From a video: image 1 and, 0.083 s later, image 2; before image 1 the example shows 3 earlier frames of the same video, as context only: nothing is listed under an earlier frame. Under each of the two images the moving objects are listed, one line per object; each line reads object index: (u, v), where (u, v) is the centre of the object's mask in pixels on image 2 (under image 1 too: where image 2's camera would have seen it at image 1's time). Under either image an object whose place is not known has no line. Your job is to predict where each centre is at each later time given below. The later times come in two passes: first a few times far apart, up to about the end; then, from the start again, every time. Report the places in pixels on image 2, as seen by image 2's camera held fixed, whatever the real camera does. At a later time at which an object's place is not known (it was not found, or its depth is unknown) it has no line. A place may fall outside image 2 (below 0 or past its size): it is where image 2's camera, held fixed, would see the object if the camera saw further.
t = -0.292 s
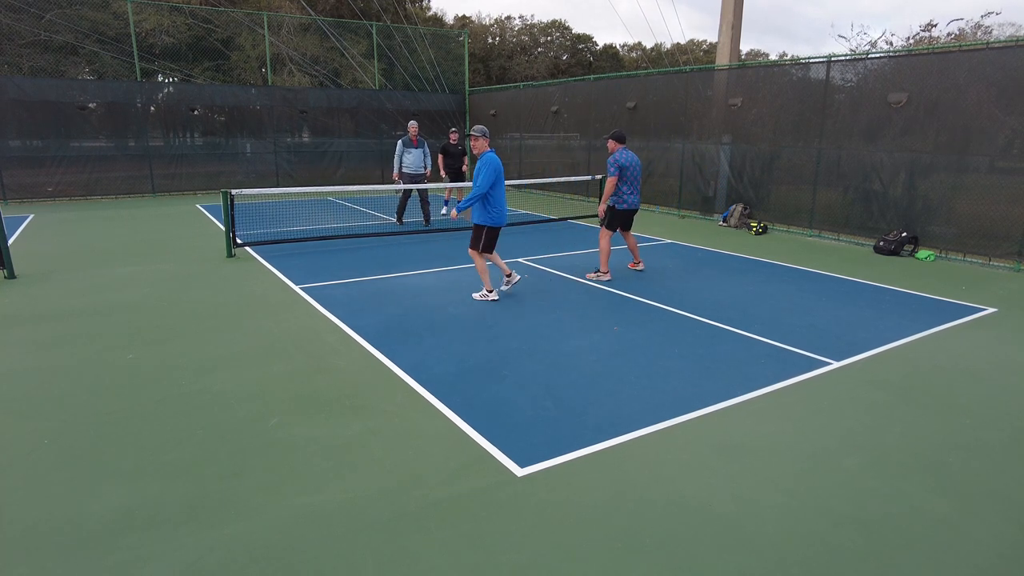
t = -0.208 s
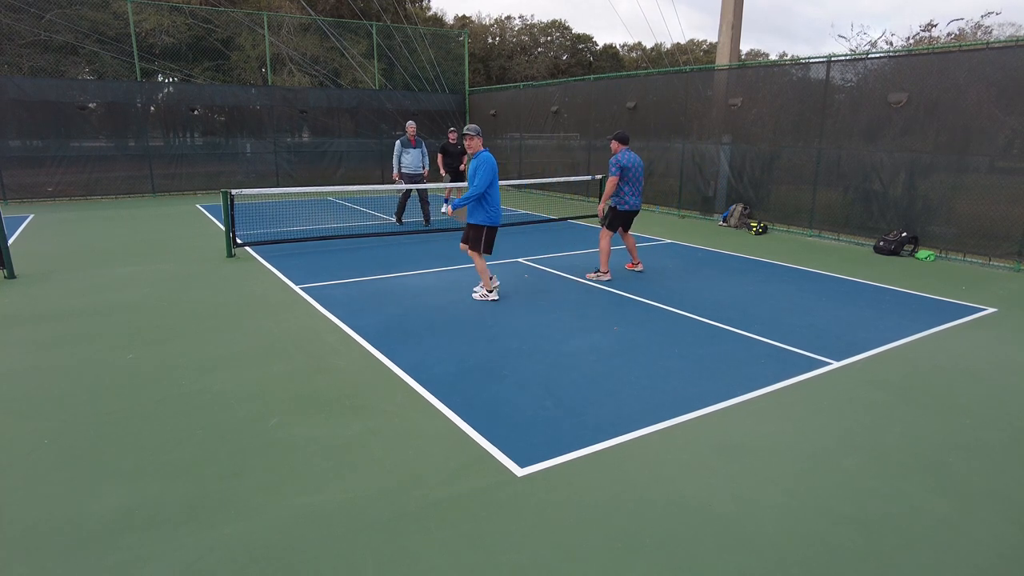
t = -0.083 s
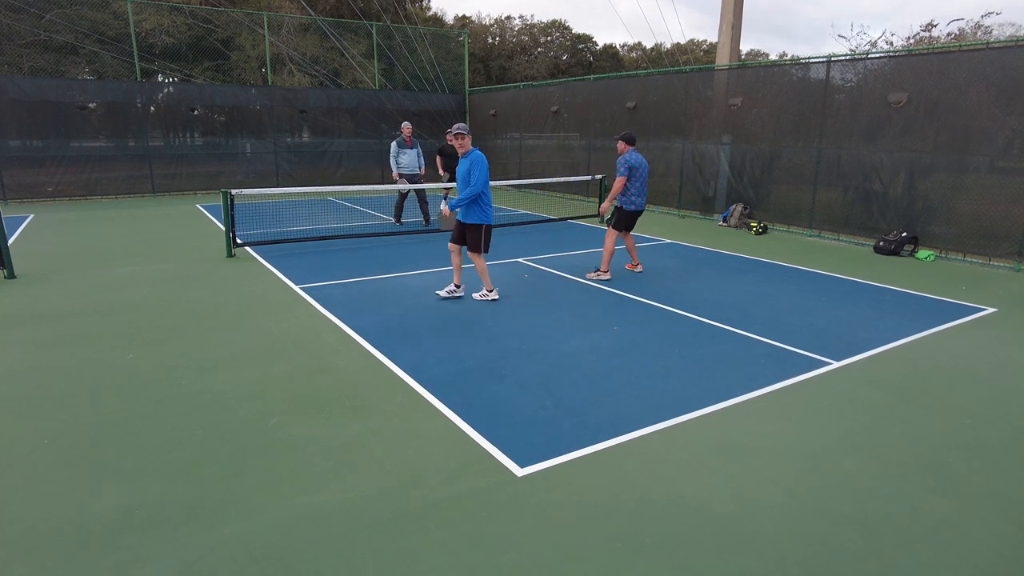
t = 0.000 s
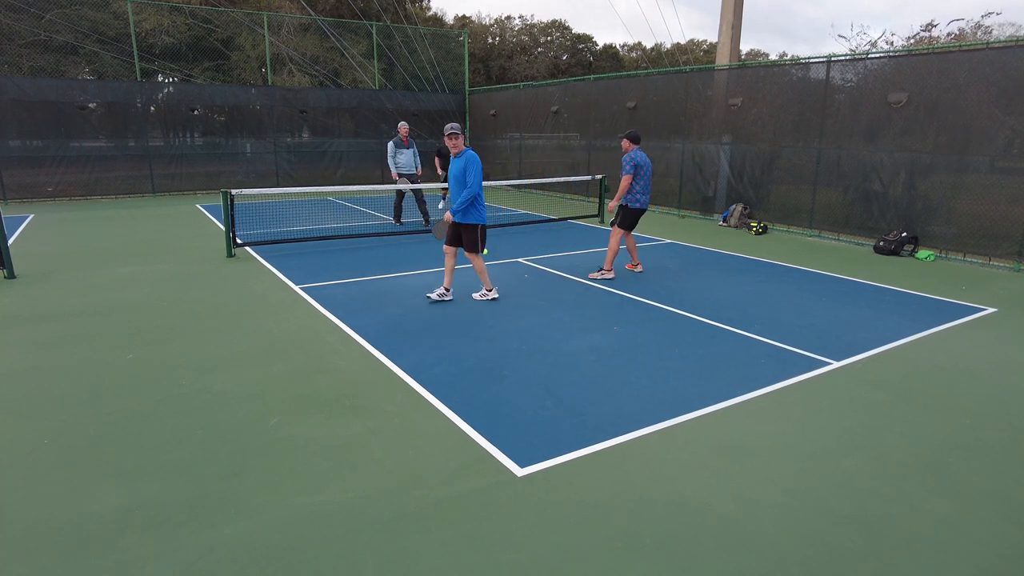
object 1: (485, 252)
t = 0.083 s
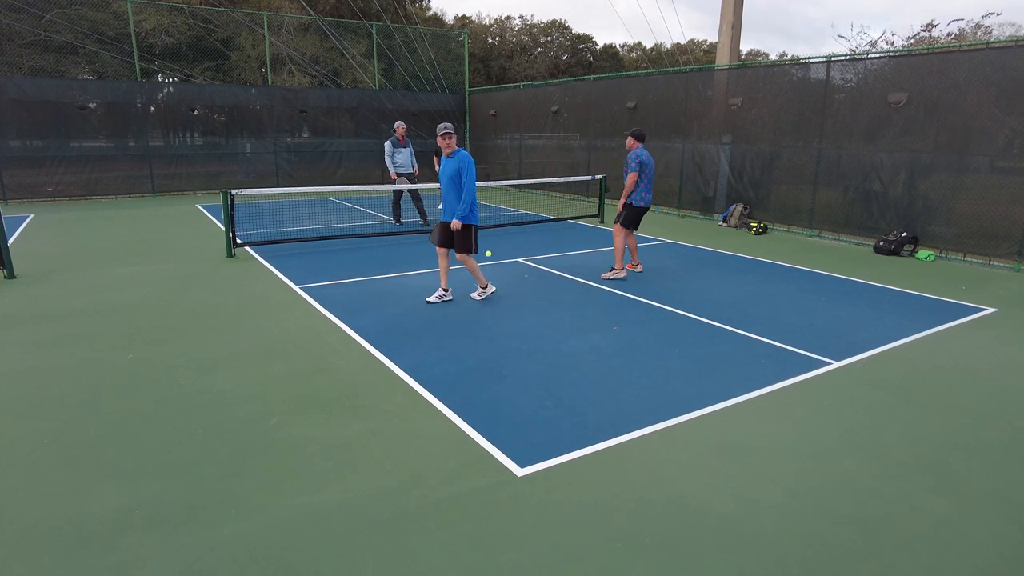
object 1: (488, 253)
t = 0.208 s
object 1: (493, 251)
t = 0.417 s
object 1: (505, 263)
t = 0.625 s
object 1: (516, 273)
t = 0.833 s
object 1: (528, 278)
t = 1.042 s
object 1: (540, 286)
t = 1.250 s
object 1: (553, 294)
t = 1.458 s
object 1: (567, 302)
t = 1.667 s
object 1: (583, 311)
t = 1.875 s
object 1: (599, 322)
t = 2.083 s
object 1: (618, 333)
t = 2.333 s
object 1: (642, 348)
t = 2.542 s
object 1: (665, 362)
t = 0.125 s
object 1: (488, 251)
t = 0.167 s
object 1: (491, 251)
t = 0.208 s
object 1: (493, 251)
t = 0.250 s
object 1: (495, 253)
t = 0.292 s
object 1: (498, 256)
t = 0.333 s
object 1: (501, 261)
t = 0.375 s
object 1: (502, 265)
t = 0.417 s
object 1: (505, 263)
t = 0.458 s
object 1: (507, 263)
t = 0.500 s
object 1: (509, 263)
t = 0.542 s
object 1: (511, 265)
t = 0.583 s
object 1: (514, 268)
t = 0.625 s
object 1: (516, 273)
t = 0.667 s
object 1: (518, 272)
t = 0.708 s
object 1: (521, 273)
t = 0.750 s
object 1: (523, 275)
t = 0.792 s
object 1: (526, 278)
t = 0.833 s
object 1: (528, 278)
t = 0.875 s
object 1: (530, 279)
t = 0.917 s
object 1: (533, 282)
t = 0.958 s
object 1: (535, 282)
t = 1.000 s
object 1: (538, 284)
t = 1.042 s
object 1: (540, 286)
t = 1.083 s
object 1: (543, 287)
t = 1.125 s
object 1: (545, 289)
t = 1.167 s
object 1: (548, 290)
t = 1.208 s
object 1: (550, 291)
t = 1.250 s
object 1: (553, 294)
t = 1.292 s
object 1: (556, 295)
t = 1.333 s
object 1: (559, 297)
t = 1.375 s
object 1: (561, 299)
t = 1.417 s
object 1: (565, 301)
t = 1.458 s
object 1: (567, 302)
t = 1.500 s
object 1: (571, 304)
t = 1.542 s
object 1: (573, 306)
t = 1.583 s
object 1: (577, 308)
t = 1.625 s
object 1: (580, 310)
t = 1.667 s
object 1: (583, 311)
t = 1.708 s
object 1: (586, 313)
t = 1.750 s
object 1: (589, 315)
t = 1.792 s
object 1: (593, 317)
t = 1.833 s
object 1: (596, 319)
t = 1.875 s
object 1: (599, 322)
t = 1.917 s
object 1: (603, 324)
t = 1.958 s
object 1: (607, 326)
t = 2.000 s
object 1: (610, 328)
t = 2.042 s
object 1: (614, 331)
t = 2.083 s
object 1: (618, 333)
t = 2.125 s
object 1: (621, 335)
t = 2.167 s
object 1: (625, 337)
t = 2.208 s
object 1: (629, 340)
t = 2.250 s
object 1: (633, 342)
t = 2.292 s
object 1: (637, 345)
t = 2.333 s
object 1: (642, 348)
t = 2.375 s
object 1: (646, 351)
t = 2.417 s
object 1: (651, 353)
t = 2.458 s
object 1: (655, 356)
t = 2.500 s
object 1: (660, 359)
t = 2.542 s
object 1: (665, 362)
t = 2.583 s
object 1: (670, 365)
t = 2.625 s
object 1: (675, 368)
